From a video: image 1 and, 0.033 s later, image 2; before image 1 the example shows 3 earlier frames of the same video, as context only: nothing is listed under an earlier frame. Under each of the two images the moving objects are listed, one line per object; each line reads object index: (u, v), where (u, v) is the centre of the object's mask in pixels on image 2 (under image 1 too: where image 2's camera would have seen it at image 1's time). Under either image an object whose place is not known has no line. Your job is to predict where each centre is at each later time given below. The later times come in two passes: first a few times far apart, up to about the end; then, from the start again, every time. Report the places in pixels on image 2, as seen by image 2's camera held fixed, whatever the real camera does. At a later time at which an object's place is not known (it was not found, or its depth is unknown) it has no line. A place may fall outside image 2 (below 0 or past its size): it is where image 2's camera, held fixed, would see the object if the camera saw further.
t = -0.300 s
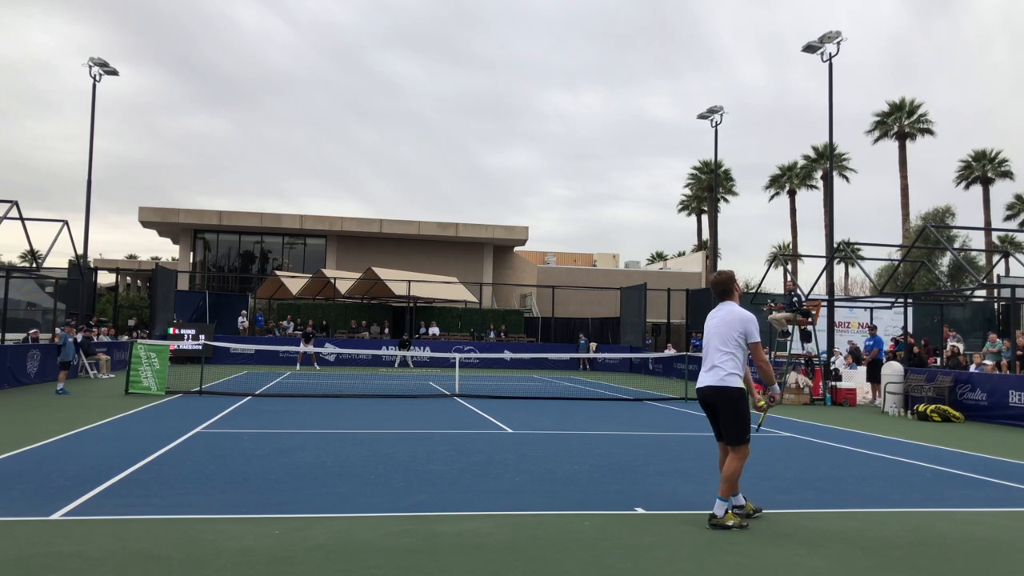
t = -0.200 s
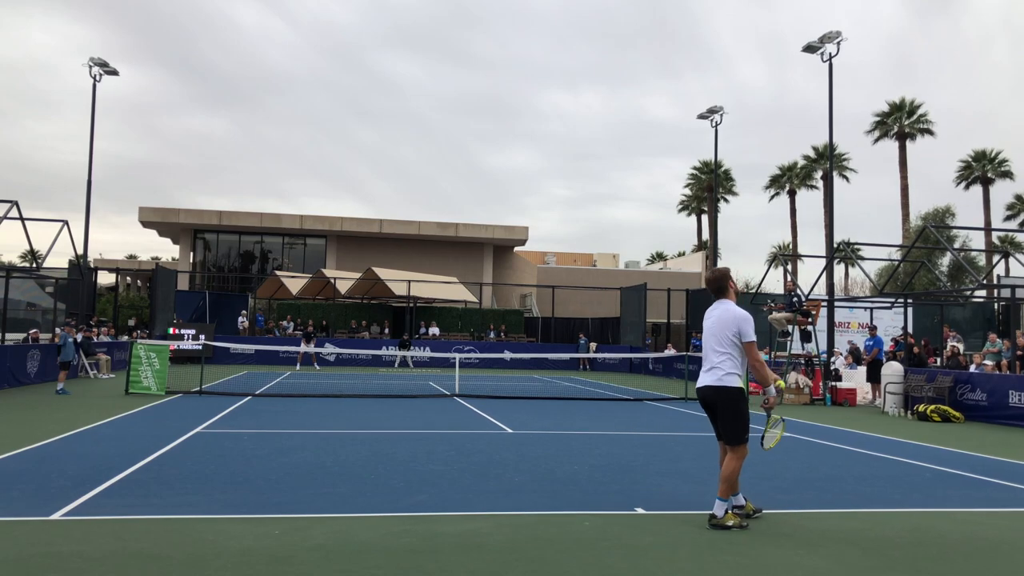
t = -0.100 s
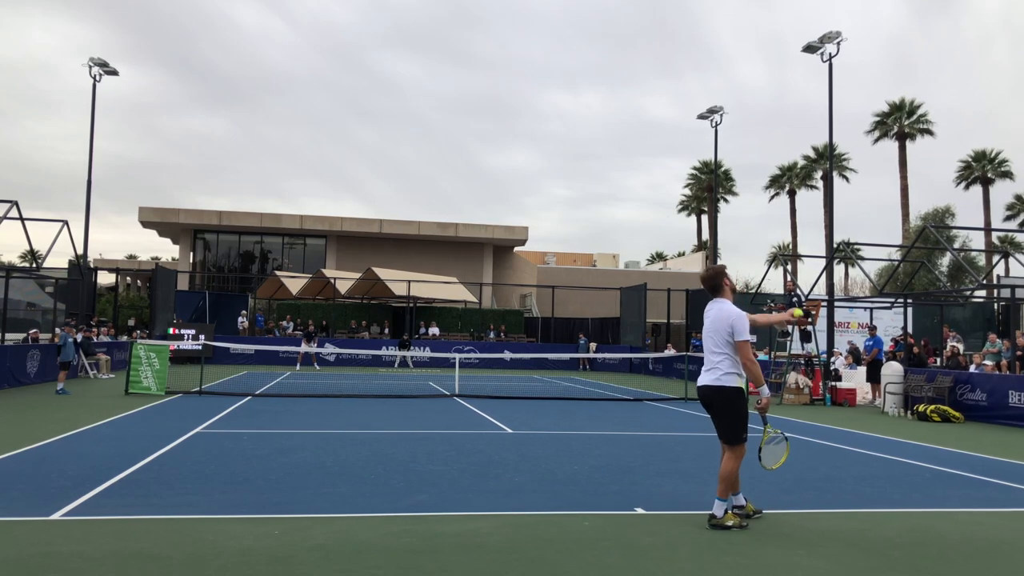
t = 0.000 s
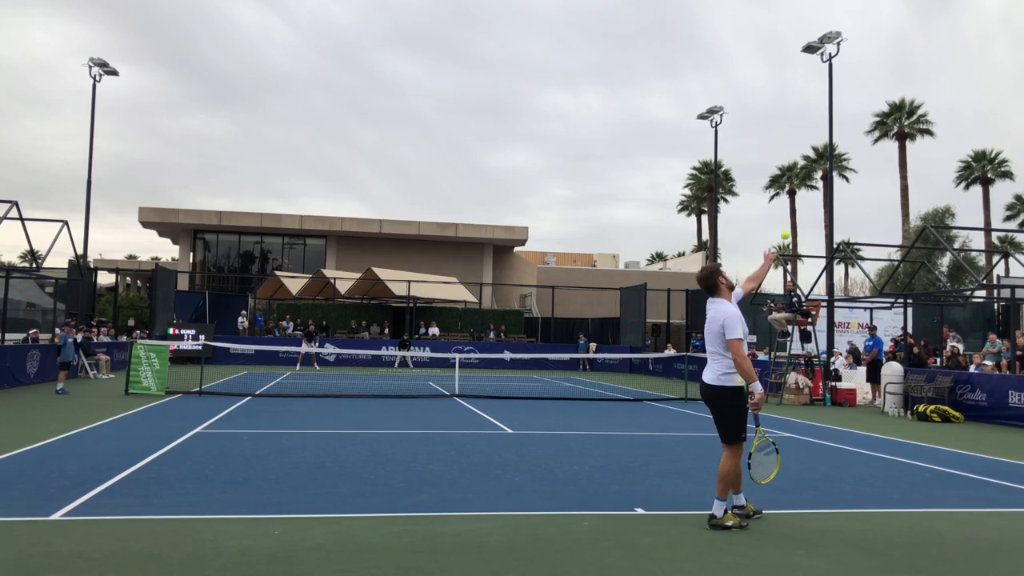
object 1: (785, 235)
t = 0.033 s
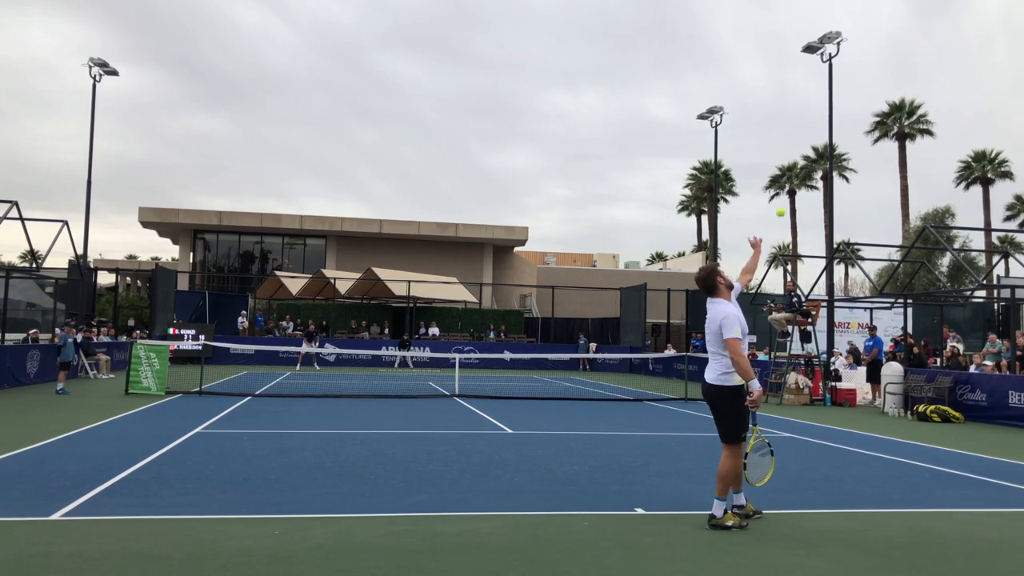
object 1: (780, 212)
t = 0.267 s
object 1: (749, 95)
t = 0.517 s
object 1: (721, 53)
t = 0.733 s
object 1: (695, 74)
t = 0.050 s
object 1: (778, 201)
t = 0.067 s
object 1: (776, 191)
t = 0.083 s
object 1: (774, 181)
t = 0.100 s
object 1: (772, 171)
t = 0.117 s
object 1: (770, 162)
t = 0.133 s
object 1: (768, 153)
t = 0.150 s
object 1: (766, 145)
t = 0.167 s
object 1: (764, 137)
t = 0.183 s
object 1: (761, 129)
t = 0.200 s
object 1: (759, 122)
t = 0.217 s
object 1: (758, 115)
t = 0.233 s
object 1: (755, 109)
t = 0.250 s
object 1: (753, 103)
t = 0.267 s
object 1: (749, 95)
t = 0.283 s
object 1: (749, 91)
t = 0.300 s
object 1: (747, 86)
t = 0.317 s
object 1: (745, 82)
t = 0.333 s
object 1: (743, 77)
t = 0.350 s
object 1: (741, 74)
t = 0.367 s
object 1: (739, 70)
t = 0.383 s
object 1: (737, 67)
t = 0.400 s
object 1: (735, 64)
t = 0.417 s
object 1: (733, 61)
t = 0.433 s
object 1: (731, 59)
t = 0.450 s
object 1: (729, 57)
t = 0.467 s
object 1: (727, 55)
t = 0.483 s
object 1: (725, 54)
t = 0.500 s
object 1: (723, 53)
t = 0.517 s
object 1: (721, 53)
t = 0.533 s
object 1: (719, 52)
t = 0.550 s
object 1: (717, 52)
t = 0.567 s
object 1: (715, 53)
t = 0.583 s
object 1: (713, 54)
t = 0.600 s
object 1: (711, 54)
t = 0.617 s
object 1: (709, 56)
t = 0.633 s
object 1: (707, 57)
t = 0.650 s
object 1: (705, 59)
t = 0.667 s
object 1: (703, 61)
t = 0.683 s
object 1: (701, 64)
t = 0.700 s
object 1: (699, 67)
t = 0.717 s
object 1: (697, 70)
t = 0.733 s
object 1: (695, 74)
